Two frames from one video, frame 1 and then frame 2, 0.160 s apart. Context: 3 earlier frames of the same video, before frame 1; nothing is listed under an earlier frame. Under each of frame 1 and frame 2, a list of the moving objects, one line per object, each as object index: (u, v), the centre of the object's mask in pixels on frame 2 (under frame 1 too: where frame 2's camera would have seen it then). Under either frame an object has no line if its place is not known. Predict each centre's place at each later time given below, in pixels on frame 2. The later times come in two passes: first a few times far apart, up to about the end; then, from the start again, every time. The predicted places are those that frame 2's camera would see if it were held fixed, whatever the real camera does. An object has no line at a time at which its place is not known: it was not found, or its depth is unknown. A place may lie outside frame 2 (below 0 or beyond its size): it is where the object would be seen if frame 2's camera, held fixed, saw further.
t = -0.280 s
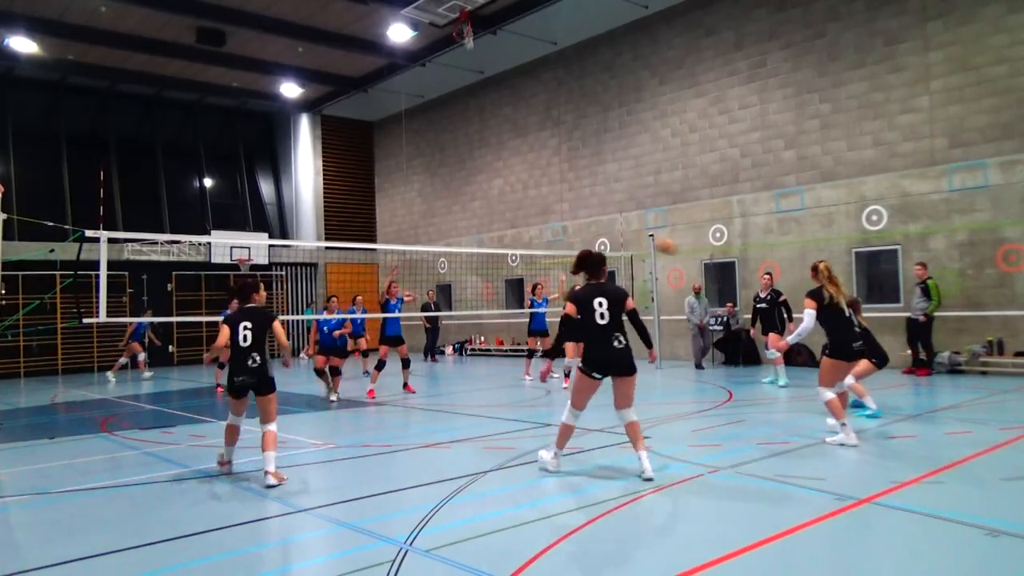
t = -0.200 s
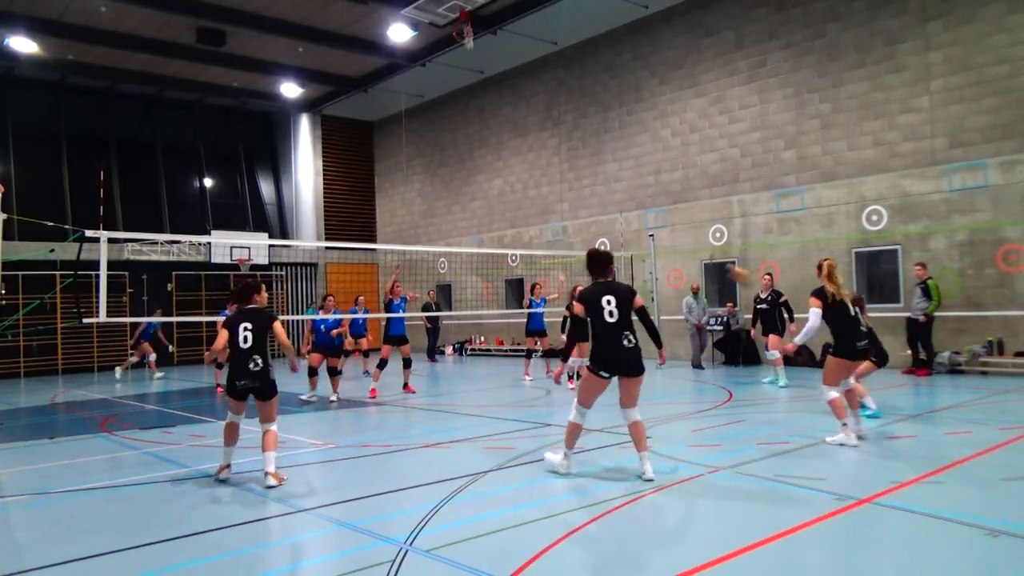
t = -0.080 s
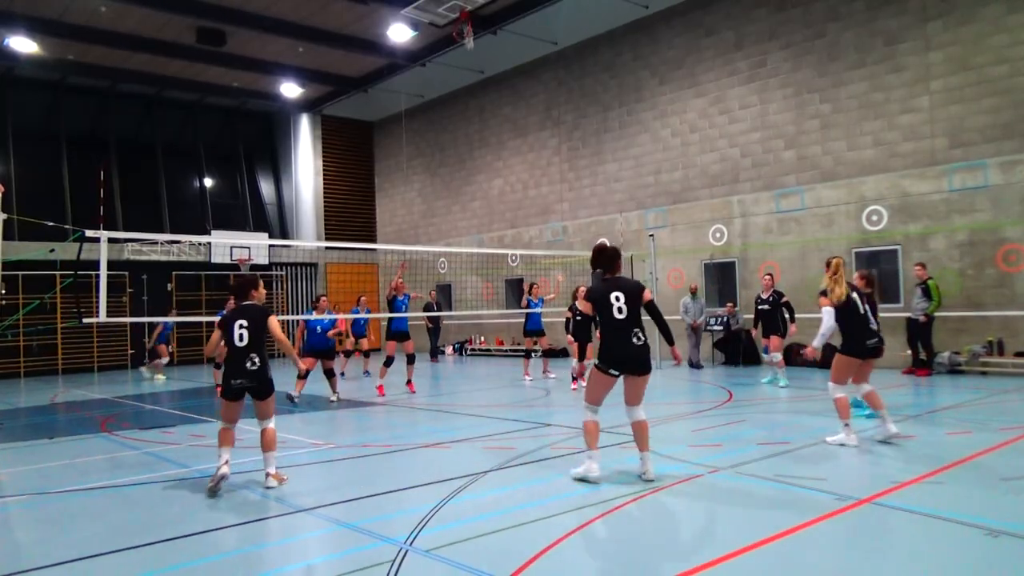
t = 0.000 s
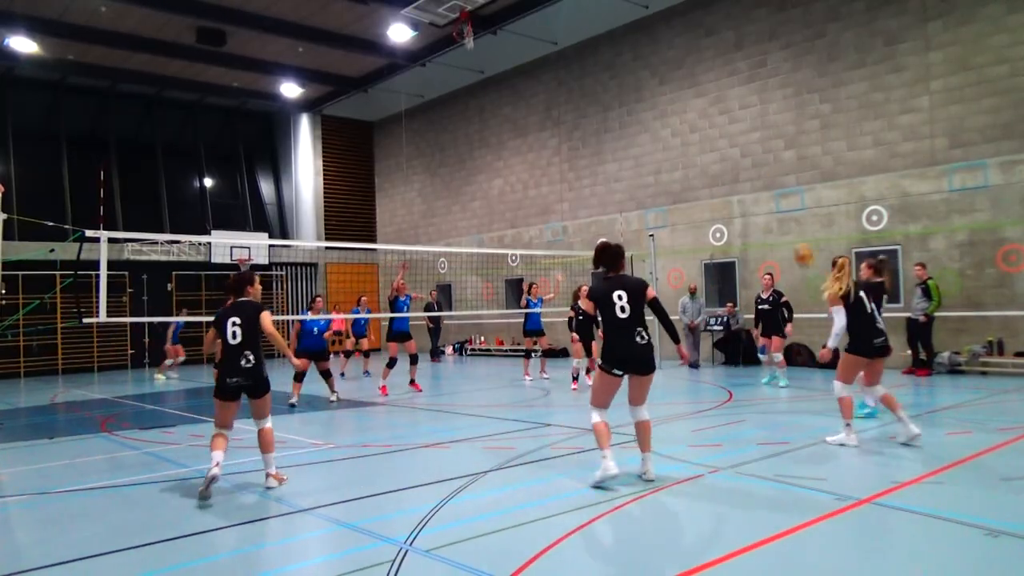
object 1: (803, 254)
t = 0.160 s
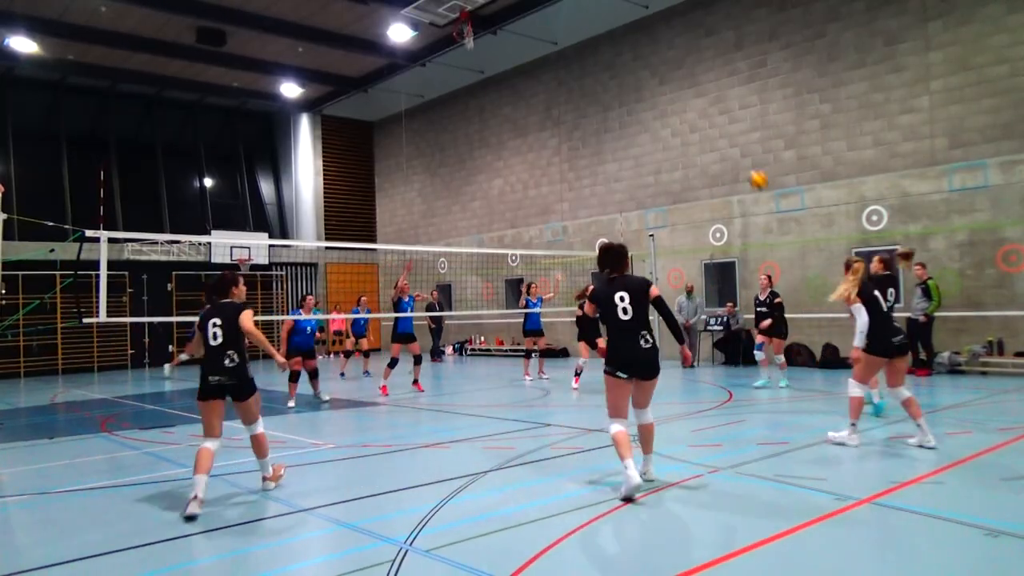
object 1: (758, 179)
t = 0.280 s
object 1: (728, 141)
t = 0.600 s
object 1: (665, 107)
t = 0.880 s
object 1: (620, 135)
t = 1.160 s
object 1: (585, 207)
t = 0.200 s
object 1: (747, 164)
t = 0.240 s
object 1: (737, 152)
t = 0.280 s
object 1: (728, 141)
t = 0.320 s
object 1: (719, 133)
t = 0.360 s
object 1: (711, 125)
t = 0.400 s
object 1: (703, 118)
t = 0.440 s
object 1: (694, 114)
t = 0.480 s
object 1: (686, 110)
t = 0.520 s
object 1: (680, 108)
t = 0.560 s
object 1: (672, 107)
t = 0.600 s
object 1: (665, 107)
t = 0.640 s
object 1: (658, 108)
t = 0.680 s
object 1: (651, 109)
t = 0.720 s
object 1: (644, 113)
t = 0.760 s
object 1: (638, 117)
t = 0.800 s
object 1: (632, 122)
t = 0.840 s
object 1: (626, 128)
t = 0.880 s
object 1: (620, 135)
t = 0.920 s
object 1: (615, 143)
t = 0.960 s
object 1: (610, 152)
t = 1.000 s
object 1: (605, 161)
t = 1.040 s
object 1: (599, 172)
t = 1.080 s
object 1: (595, 182)
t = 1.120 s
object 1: (590, 195)
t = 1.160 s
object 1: (585, 207)
